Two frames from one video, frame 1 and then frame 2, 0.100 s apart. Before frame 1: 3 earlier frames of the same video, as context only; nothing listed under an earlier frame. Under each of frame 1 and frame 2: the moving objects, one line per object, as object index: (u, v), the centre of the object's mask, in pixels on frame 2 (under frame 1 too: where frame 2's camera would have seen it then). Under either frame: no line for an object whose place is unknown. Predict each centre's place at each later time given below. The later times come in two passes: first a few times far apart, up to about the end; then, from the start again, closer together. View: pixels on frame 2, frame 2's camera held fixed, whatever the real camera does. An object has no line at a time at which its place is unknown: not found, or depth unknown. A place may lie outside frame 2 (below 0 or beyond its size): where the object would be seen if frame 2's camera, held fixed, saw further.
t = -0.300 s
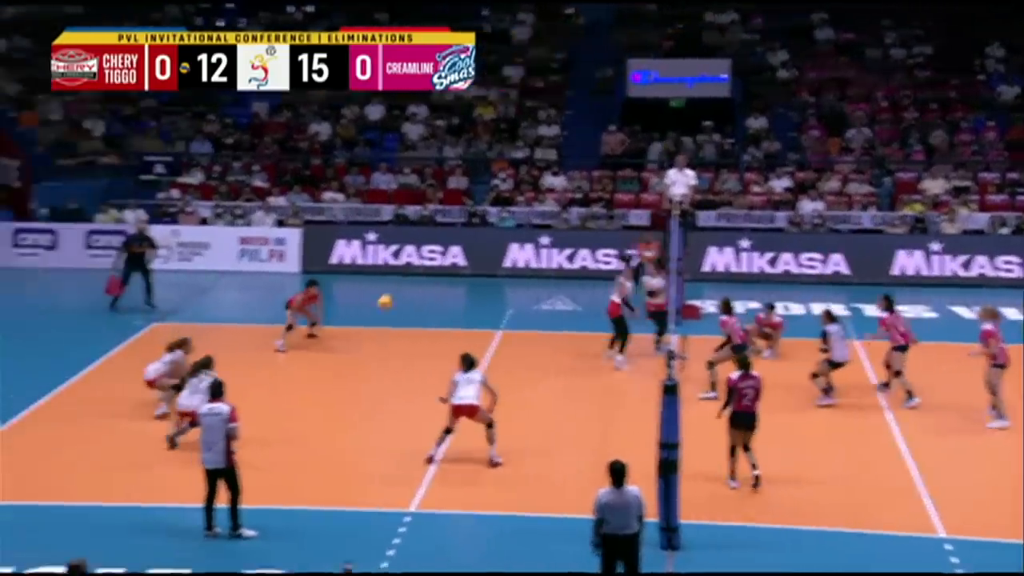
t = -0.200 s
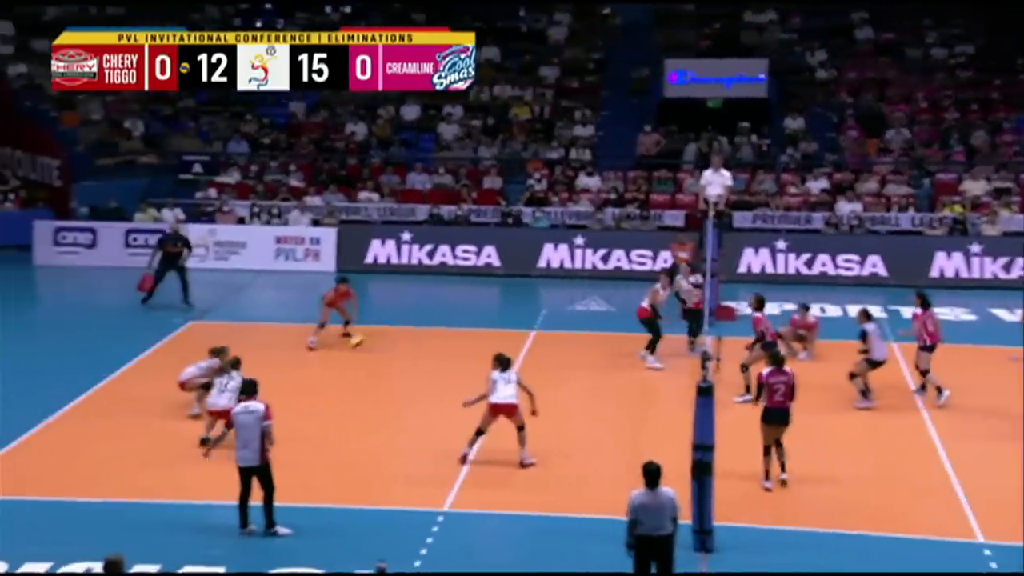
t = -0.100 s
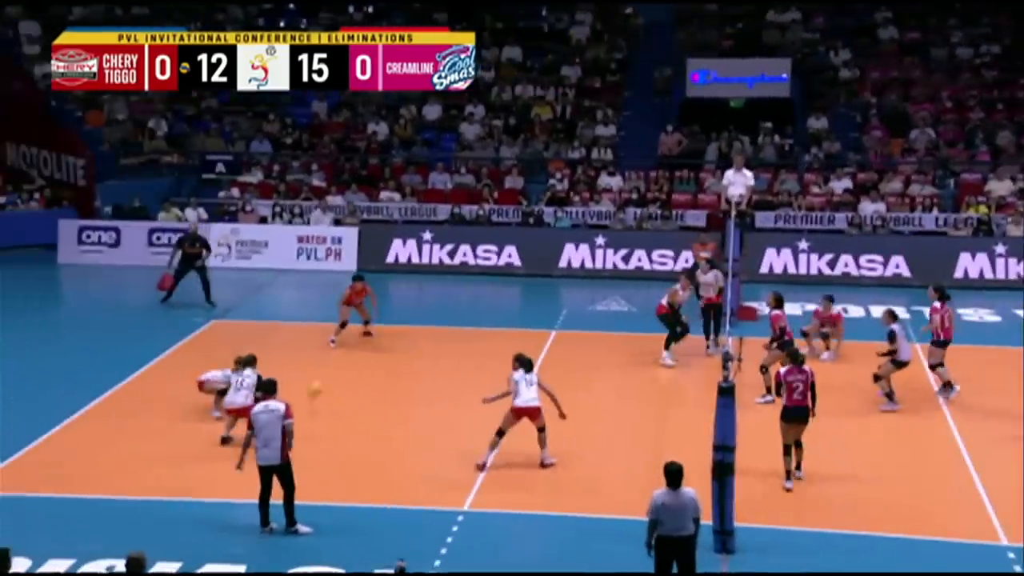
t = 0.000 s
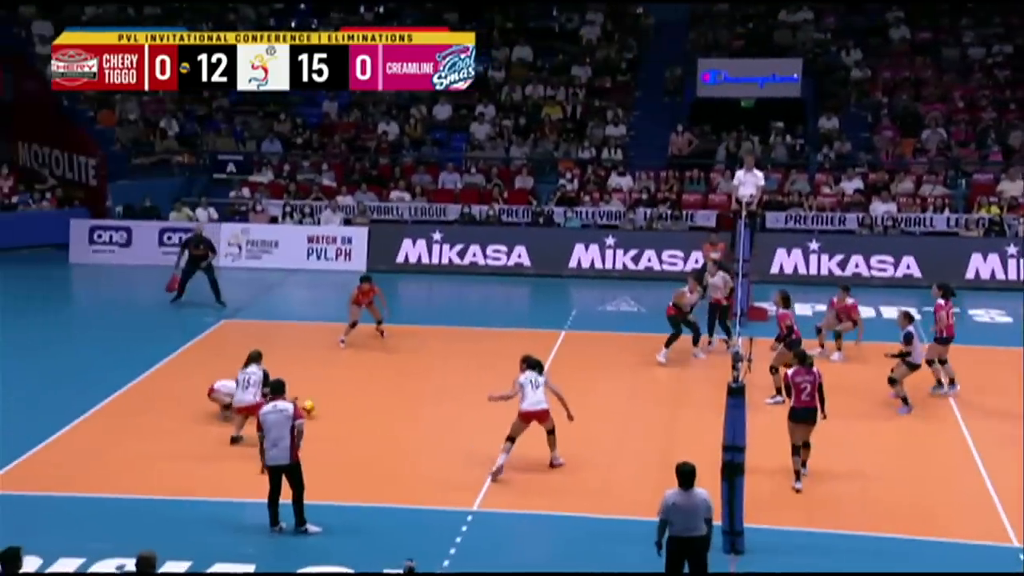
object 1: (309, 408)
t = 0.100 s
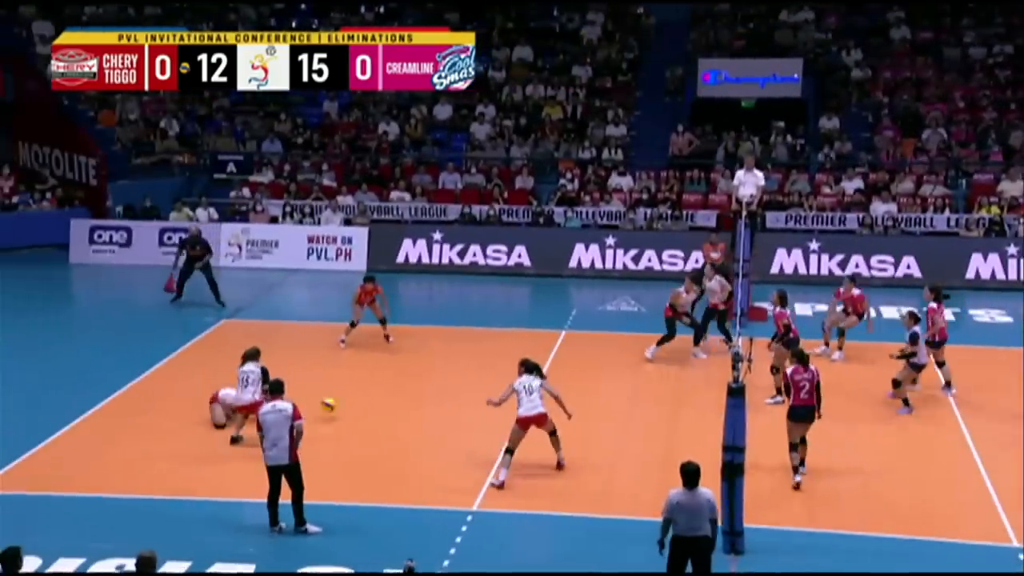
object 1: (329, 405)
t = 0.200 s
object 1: (348, 409)
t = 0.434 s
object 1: (395, 416)
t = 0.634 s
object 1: (436, 421)
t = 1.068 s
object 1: (522, 431)
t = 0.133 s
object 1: (335, 408)
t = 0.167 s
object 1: (342, 408)
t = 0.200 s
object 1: (348, 409)
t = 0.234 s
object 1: (355, 414)
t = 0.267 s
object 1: (361, 417)
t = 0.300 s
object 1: (369, 417)
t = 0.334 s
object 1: (375, 417)
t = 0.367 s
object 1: (382, 416)
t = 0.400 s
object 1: (388, 414)
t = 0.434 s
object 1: (395, 416)
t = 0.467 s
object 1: (402, 419)
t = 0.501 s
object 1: (408, 420)
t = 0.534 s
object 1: (416, 423)
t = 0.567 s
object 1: (422, 422)
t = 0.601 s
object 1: (428, 420)
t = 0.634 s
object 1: (436, 421)
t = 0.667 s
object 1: (443, 423)
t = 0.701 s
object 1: (449, 423)
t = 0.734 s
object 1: (457, 425)
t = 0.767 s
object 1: (463, 427)
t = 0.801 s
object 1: (470, 425)
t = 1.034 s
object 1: (517, 430)
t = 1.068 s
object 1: (522, 431)
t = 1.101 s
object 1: (529, 433)
